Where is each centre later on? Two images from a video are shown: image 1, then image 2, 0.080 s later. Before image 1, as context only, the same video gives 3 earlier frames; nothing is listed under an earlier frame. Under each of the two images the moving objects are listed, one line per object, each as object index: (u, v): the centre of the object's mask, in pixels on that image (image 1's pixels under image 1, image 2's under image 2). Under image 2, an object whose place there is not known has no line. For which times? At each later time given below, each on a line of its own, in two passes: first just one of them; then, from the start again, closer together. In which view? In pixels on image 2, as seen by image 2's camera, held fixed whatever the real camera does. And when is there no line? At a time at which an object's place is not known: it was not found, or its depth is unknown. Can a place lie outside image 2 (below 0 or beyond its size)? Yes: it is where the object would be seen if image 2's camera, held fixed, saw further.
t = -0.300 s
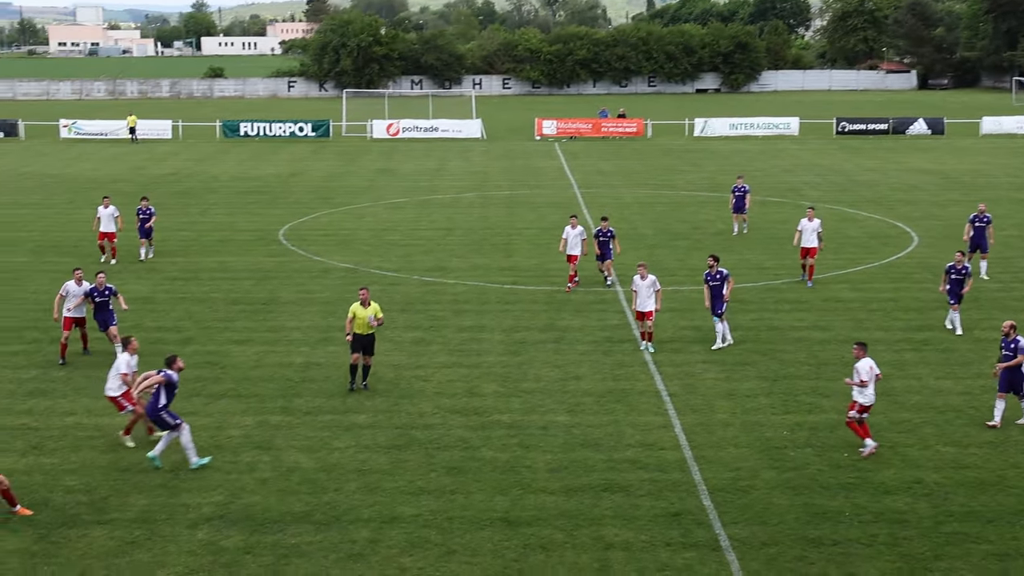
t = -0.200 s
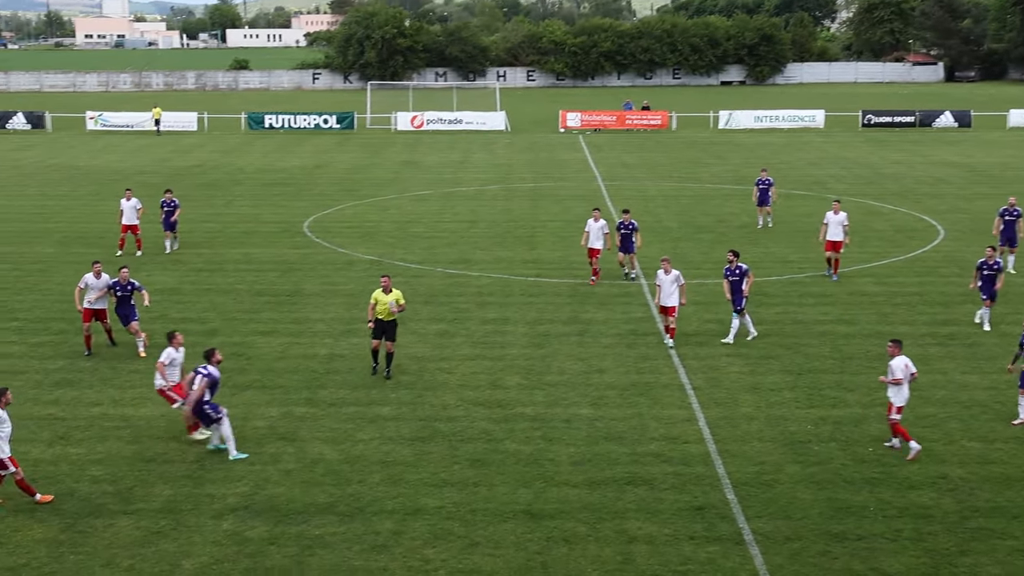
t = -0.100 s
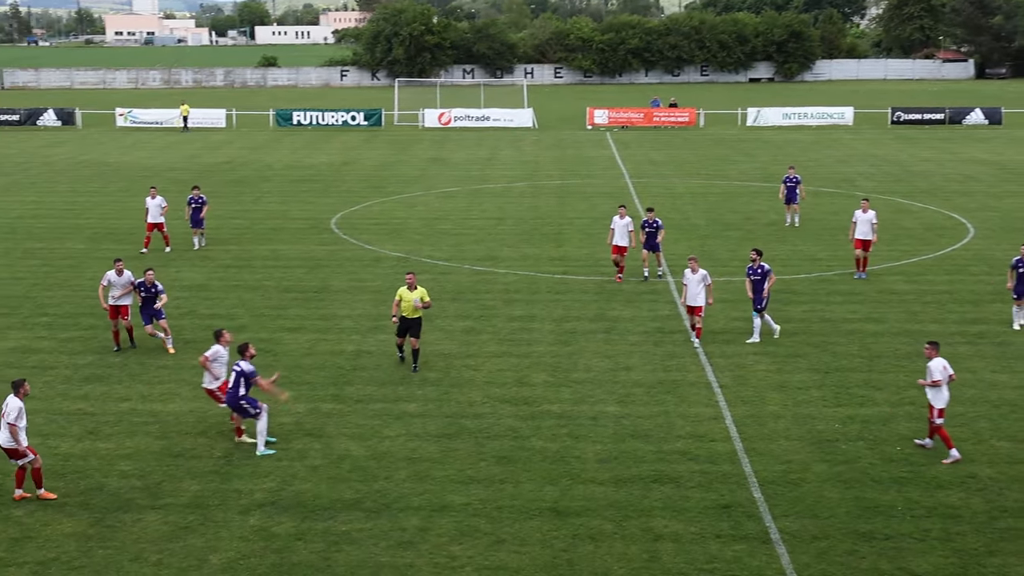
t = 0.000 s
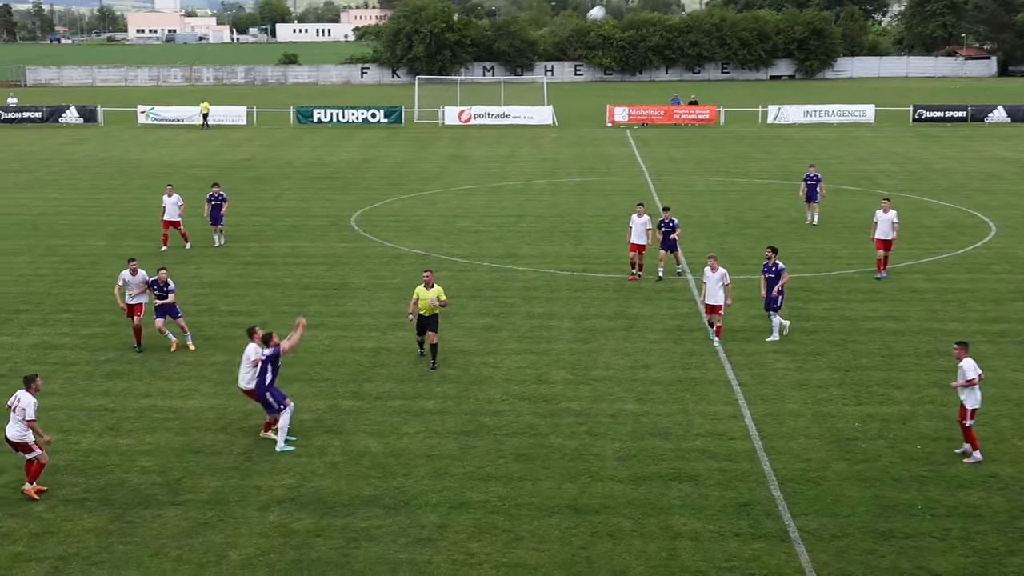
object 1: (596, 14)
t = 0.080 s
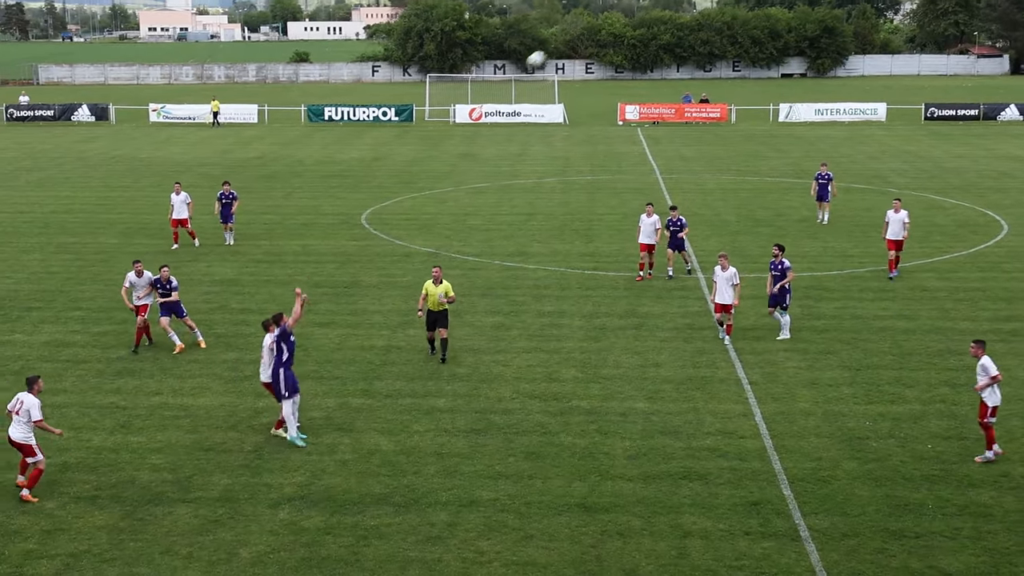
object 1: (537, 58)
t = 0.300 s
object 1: (337, 205)
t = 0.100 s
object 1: (519, 70)
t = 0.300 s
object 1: (337, 205)
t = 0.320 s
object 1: (318, 220)
